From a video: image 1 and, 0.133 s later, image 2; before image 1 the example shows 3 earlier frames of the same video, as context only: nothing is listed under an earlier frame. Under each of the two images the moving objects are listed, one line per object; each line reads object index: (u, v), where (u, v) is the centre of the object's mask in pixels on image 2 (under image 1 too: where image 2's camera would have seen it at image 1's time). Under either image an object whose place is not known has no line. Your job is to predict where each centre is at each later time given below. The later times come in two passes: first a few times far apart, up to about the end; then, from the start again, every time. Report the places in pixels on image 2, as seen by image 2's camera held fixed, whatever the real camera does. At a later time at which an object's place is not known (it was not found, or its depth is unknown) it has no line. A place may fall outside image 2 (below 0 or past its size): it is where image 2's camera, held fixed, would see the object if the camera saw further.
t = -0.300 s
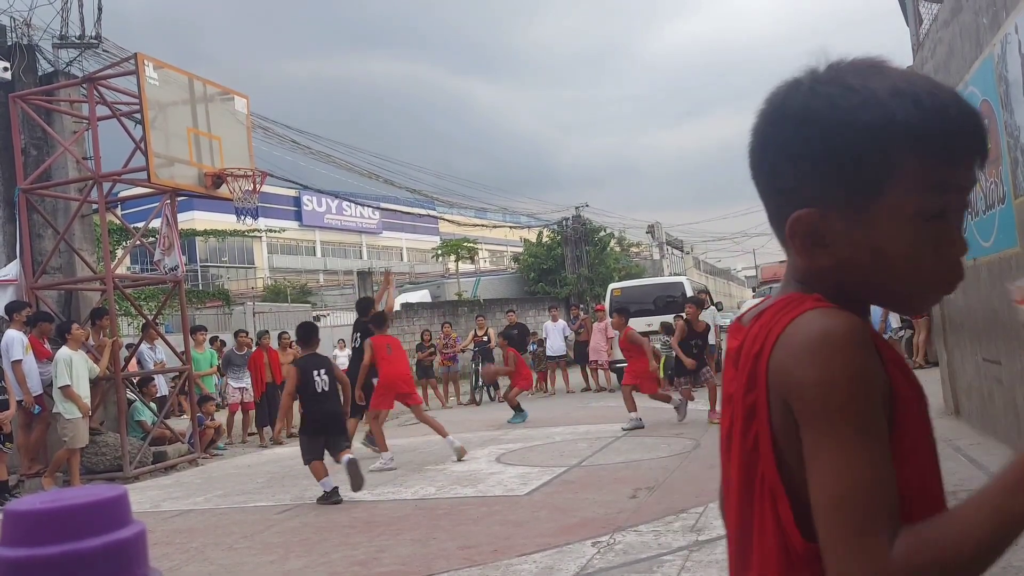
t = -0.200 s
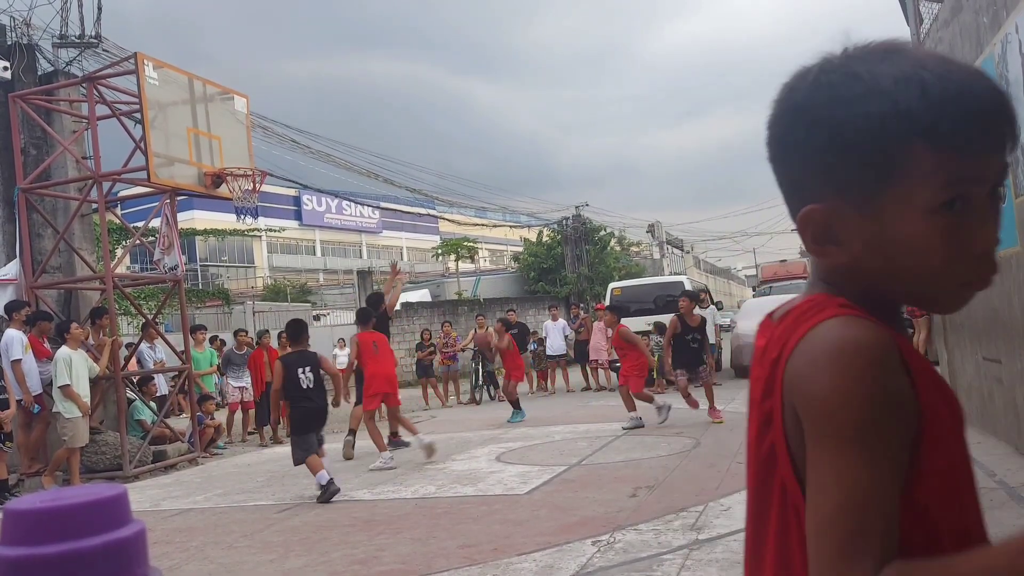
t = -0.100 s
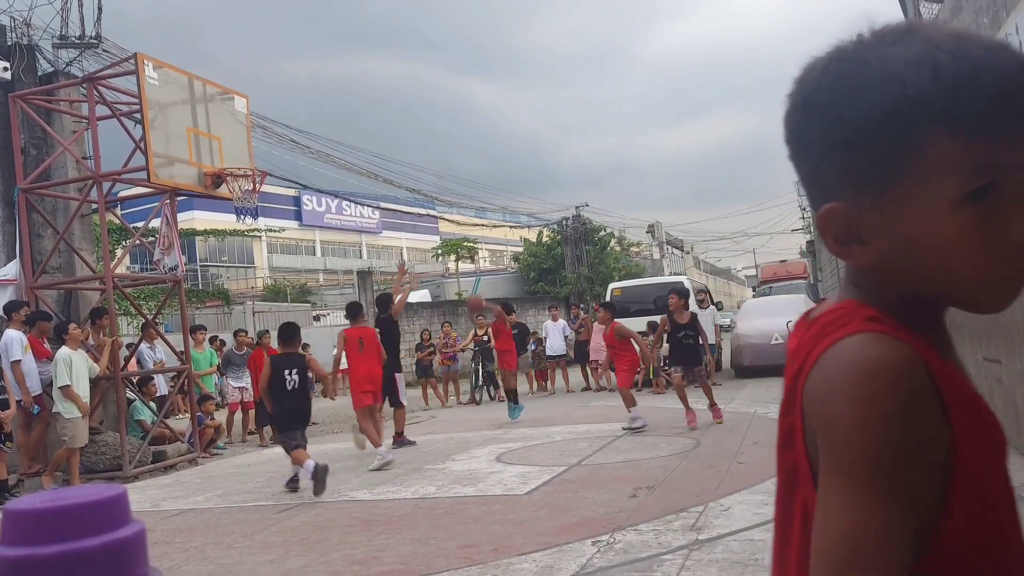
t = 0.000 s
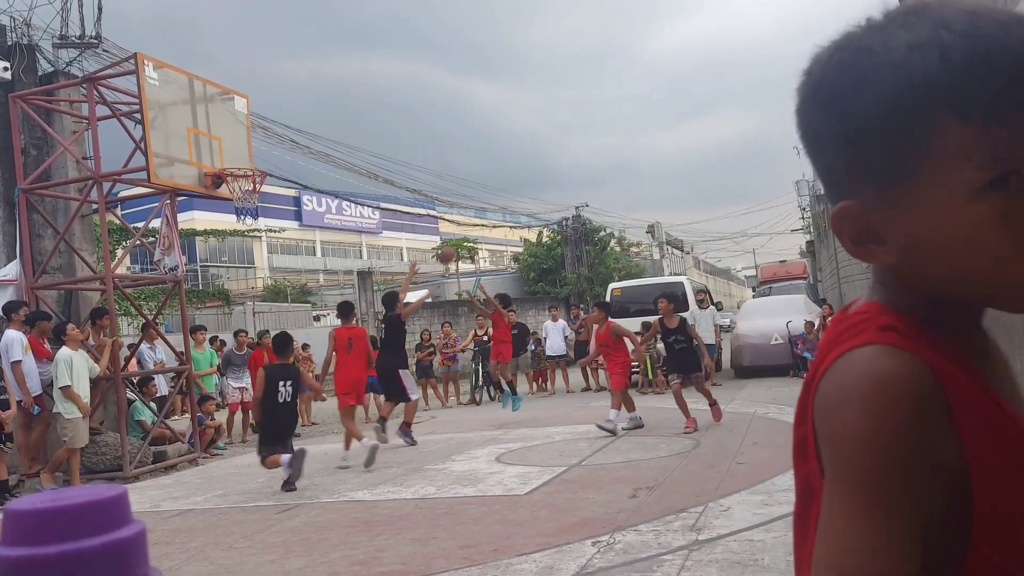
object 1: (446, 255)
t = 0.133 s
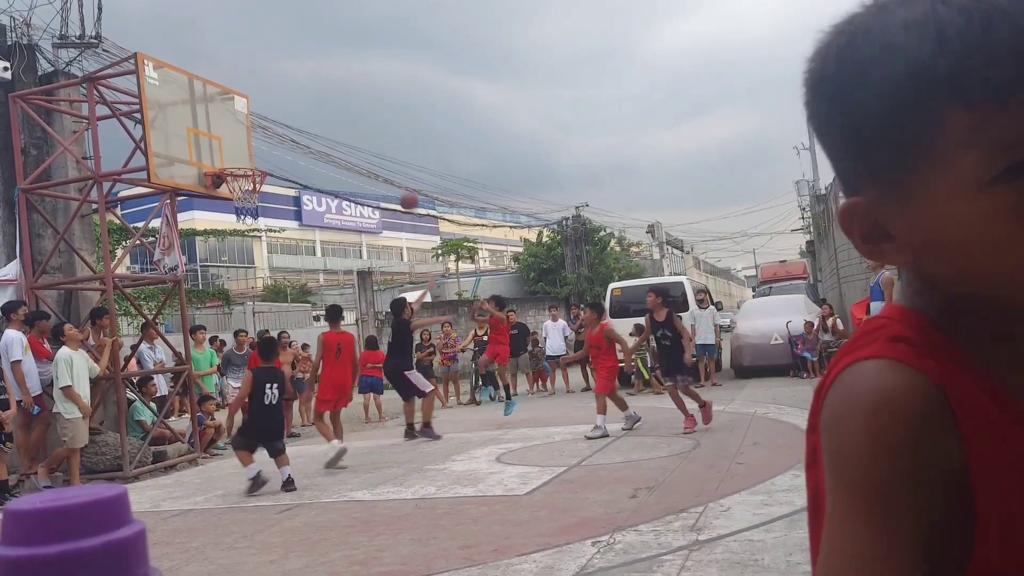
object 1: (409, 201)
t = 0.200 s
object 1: (391, 178)
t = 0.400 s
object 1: (333, 128)
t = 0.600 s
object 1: (276, 107)
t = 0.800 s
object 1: (225, 120)
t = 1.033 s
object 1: (244, 160)
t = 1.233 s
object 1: (266, 161)
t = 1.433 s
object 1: (288, 159)
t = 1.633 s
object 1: (314, 192)
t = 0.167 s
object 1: (399, 189)
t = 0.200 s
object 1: (391, 178)
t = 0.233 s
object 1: (381, 168)
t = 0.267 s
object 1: (372, 158)
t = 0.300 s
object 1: (361, 150)
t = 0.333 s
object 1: (352, 141)
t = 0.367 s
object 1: (343, 134)
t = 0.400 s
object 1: (333, 128)
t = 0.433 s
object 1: (324, 122)
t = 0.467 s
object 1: (314, 117)
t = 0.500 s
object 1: (305, 113)
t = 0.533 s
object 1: (295, 111)
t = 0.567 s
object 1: (286, 108)
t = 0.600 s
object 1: (276, 107)
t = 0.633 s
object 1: (266, 108)
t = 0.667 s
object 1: (257, 108)
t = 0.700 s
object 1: (248, 110)
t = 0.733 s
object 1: (238, 113)
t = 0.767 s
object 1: (228, 117)
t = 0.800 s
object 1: (225, 120)
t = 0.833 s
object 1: (227, 123)
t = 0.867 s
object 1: (229, 128)
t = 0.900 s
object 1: (231, 134)
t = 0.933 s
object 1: (234, 140)
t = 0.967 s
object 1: (237, 147)
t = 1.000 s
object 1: (240, 156)
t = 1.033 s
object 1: (244, 160)
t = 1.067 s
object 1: (249, 160)
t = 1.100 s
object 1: (253, 158)
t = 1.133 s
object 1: (258, 159)
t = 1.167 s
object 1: (261, 159)
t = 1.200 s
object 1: (264, 161)
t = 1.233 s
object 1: (266, 161)
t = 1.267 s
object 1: (270, 159)
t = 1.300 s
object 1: (273, 157)
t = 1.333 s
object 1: (277, 156)
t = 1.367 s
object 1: (281, 156)
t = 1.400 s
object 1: (285, 157)
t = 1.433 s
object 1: (288, 159)
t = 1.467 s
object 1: (293, 162)
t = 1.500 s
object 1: (297, 166)
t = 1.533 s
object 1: (302, 172)
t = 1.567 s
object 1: (306, 178)
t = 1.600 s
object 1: (311, 185)
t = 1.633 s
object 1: (314, 192)
